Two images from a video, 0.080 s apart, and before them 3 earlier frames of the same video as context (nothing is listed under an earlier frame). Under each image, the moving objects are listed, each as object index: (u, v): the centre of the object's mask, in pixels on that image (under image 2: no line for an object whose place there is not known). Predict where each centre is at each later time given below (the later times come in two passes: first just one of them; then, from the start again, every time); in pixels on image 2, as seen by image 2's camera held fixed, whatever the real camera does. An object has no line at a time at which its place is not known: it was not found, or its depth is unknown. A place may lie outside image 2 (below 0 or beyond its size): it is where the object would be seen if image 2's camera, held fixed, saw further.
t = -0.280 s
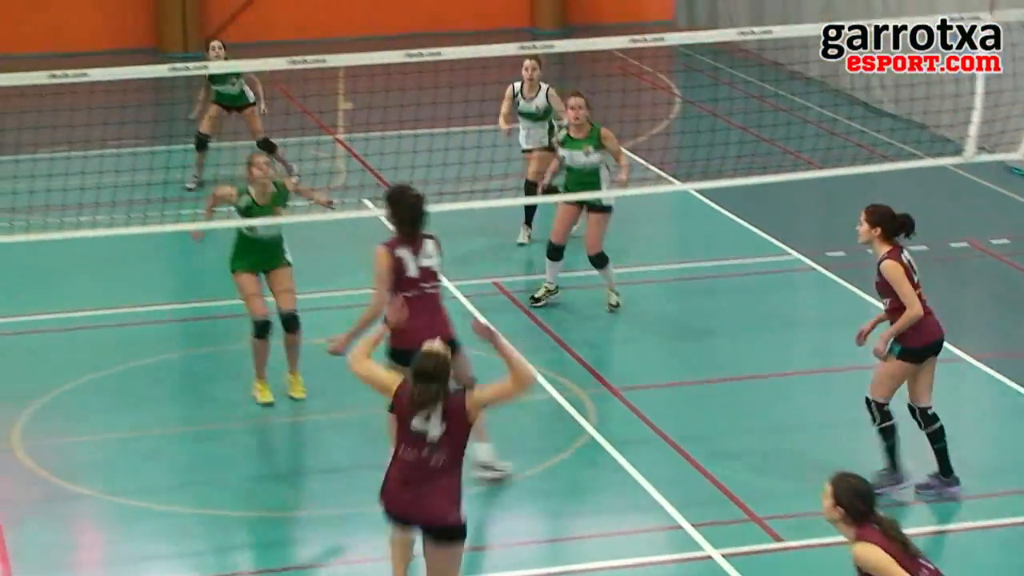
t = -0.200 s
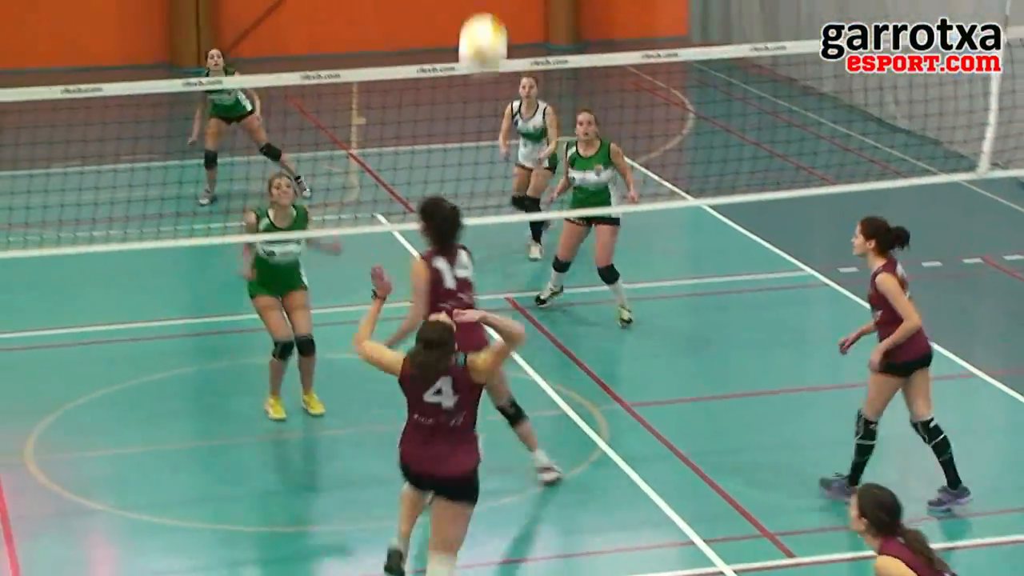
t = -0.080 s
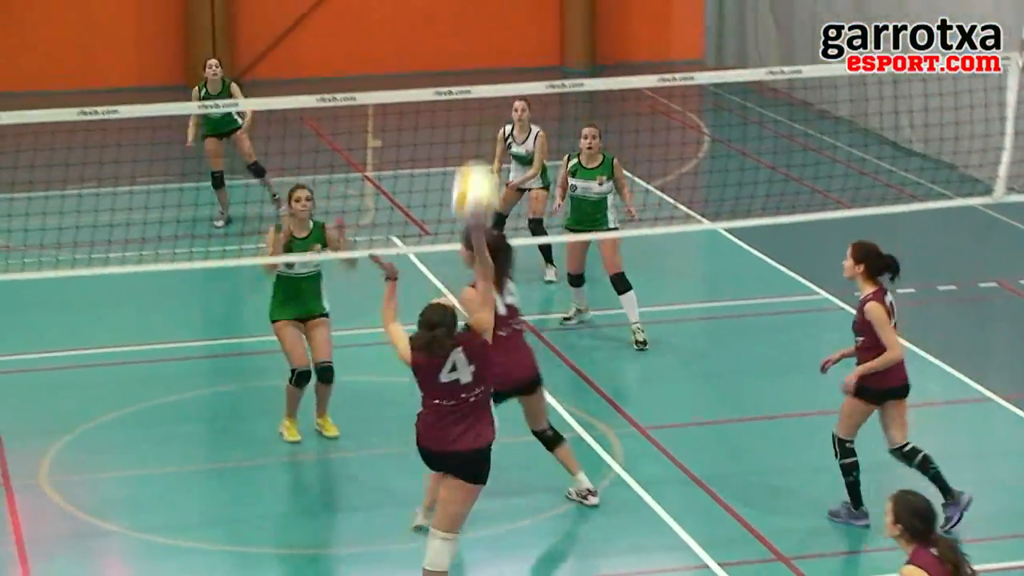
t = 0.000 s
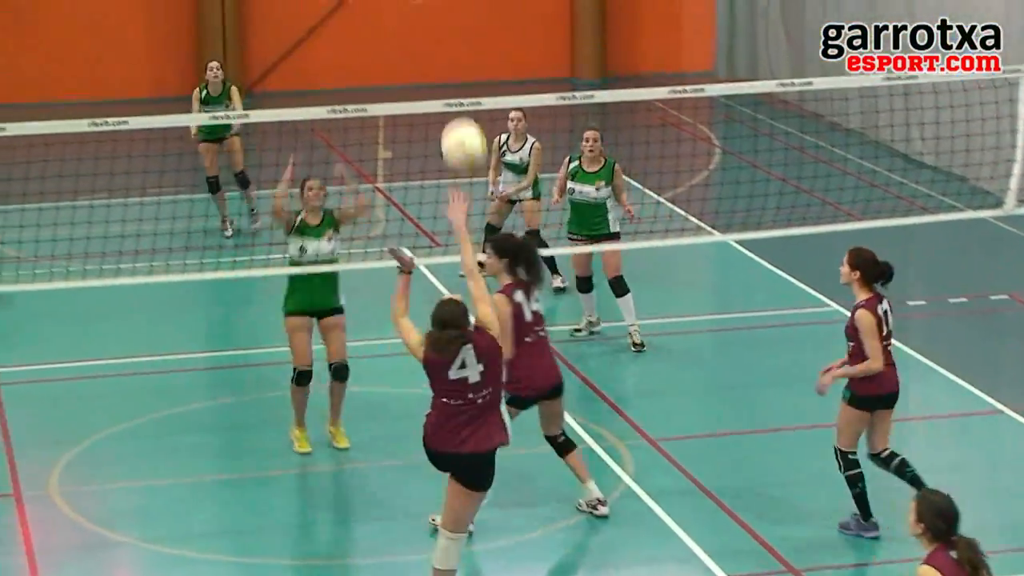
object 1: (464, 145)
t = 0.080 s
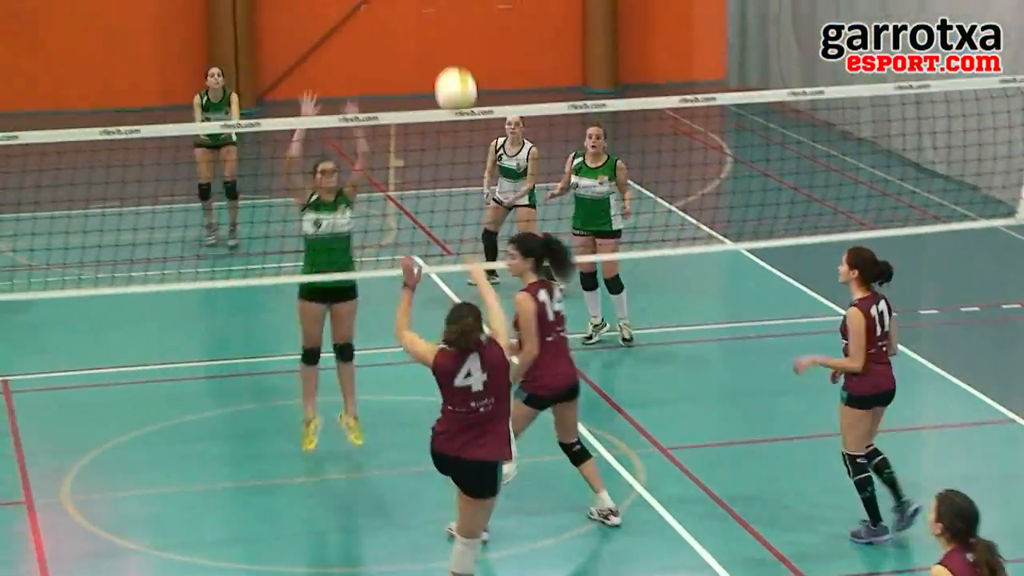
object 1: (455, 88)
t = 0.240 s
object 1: (428, 22)
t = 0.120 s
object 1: (447, 66)
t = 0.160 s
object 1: (440, 47)
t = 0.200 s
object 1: (434, 33)
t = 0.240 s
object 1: (428, 22)
